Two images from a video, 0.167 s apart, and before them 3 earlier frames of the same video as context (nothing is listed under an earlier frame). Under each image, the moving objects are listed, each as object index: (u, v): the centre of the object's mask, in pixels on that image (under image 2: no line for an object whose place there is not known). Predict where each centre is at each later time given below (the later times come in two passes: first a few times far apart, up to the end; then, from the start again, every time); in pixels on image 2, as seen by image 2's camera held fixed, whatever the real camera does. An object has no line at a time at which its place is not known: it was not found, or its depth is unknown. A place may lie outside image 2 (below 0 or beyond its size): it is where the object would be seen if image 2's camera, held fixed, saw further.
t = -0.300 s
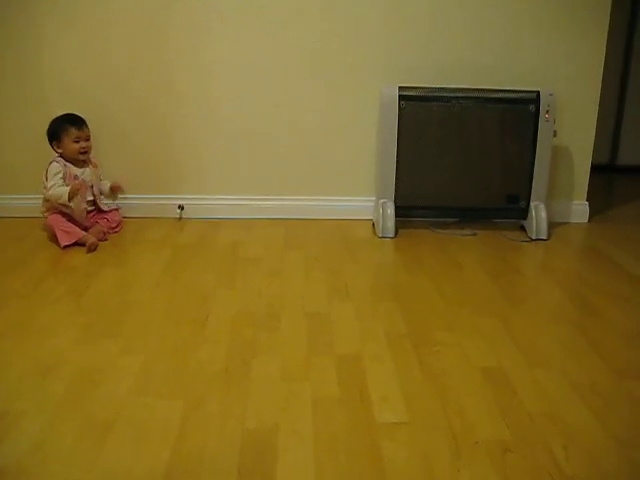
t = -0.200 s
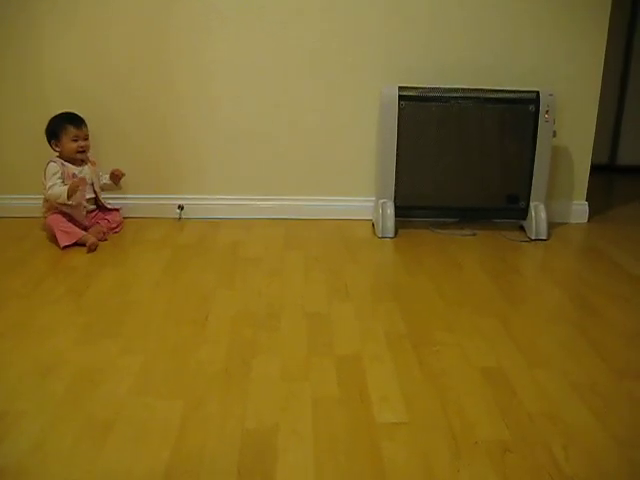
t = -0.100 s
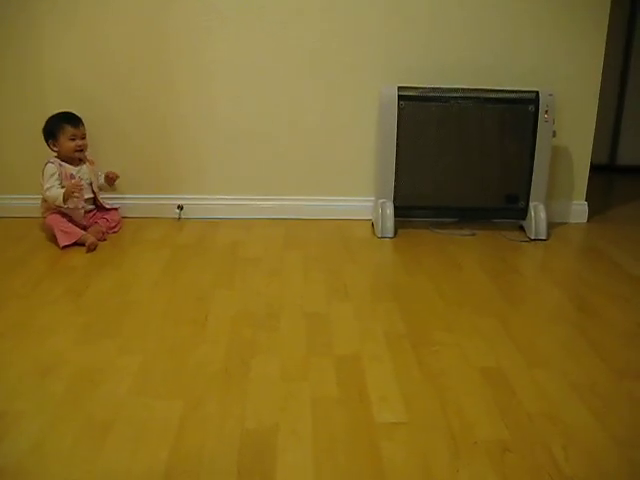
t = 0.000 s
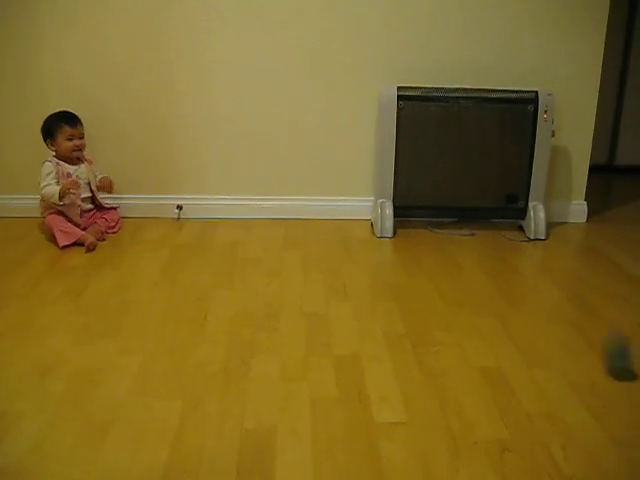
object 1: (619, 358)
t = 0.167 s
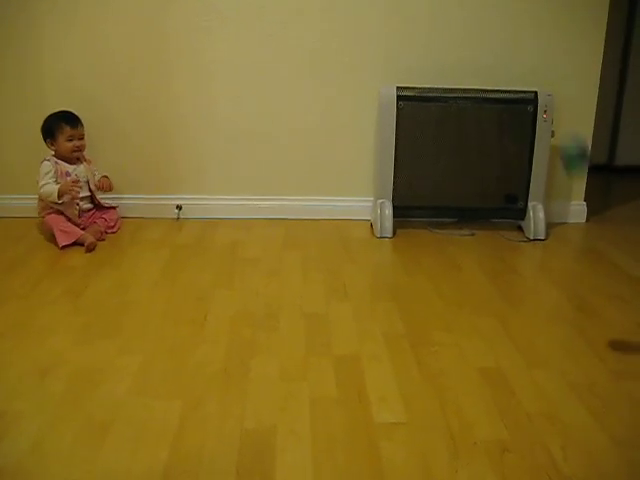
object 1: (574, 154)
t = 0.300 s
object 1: (527, 80)
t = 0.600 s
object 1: (409, 182)
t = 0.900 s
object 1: (301, 200)
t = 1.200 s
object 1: (207, 237)
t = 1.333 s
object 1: (174, 210)
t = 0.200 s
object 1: (565, 129)
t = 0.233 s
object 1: (552, 108)
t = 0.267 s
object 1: (541, 91)
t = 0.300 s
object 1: (527, 80)
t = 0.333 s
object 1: (514, 75)
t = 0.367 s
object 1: (502, 74)
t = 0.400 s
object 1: (490, 77)
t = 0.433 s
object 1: (476, 84)
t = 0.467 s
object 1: (463, 96)
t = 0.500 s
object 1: (448, 111)
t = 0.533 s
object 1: (435, 132)
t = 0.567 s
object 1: (423, 156)
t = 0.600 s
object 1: (409, 182)
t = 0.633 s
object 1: (401, 210)
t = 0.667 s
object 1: (386, 250)
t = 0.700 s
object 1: (377, 280)
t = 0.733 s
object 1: (365, 284)
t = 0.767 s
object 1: (351, 256)
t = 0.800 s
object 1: (339, 237)
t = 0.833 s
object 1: (325, 220)
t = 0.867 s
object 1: (313, 208)
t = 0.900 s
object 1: (301, 200)
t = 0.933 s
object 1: (290, 195)
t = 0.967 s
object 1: (277, 193)
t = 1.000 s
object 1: (267, 196)
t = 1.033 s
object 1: (256, 202)
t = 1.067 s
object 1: (245, 211)
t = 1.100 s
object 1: (236, 223)
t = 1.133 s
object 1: (226, 238)
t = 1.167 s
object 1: (217, 251)
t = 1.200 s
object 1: (207, 237)
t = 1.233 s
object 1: (198, 225)
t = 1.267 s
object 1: (189, 217)
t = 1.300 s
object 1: (183, 212)
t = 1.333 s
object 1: (174, 210)
